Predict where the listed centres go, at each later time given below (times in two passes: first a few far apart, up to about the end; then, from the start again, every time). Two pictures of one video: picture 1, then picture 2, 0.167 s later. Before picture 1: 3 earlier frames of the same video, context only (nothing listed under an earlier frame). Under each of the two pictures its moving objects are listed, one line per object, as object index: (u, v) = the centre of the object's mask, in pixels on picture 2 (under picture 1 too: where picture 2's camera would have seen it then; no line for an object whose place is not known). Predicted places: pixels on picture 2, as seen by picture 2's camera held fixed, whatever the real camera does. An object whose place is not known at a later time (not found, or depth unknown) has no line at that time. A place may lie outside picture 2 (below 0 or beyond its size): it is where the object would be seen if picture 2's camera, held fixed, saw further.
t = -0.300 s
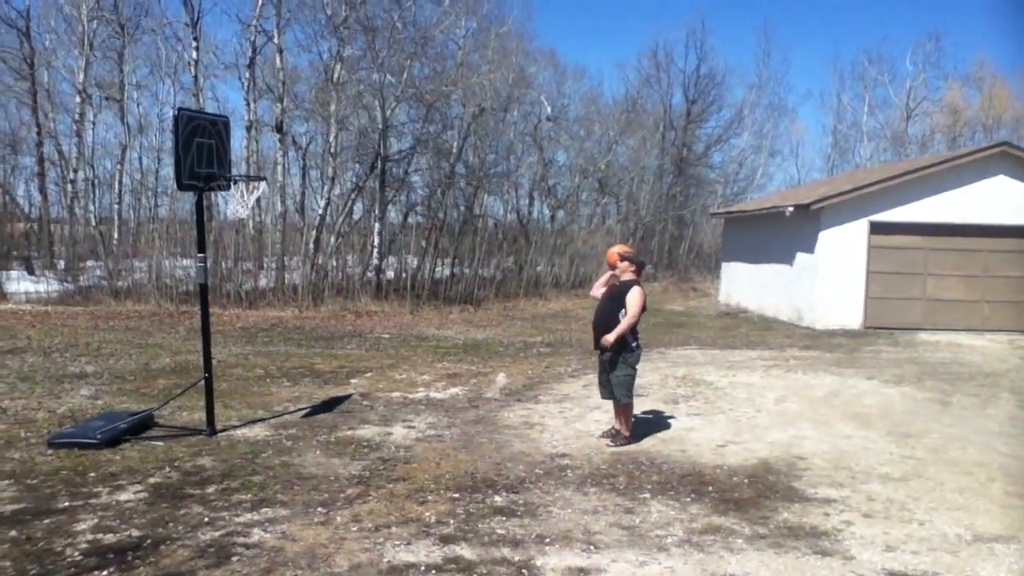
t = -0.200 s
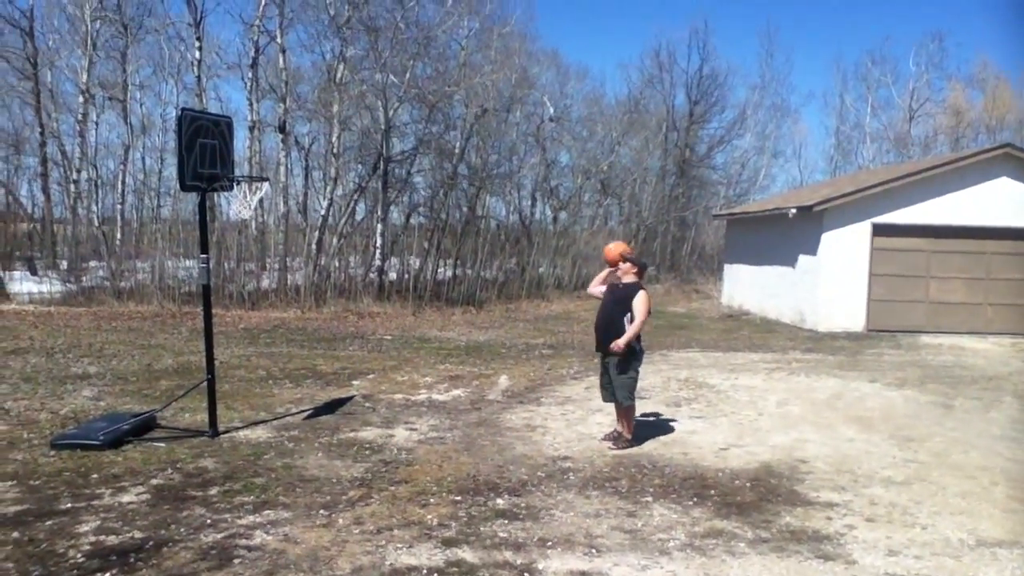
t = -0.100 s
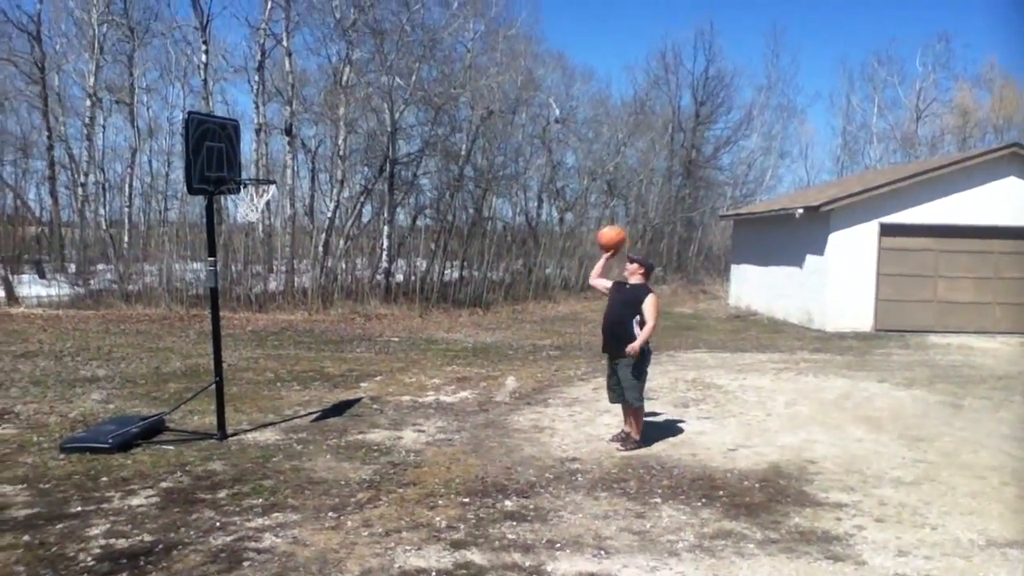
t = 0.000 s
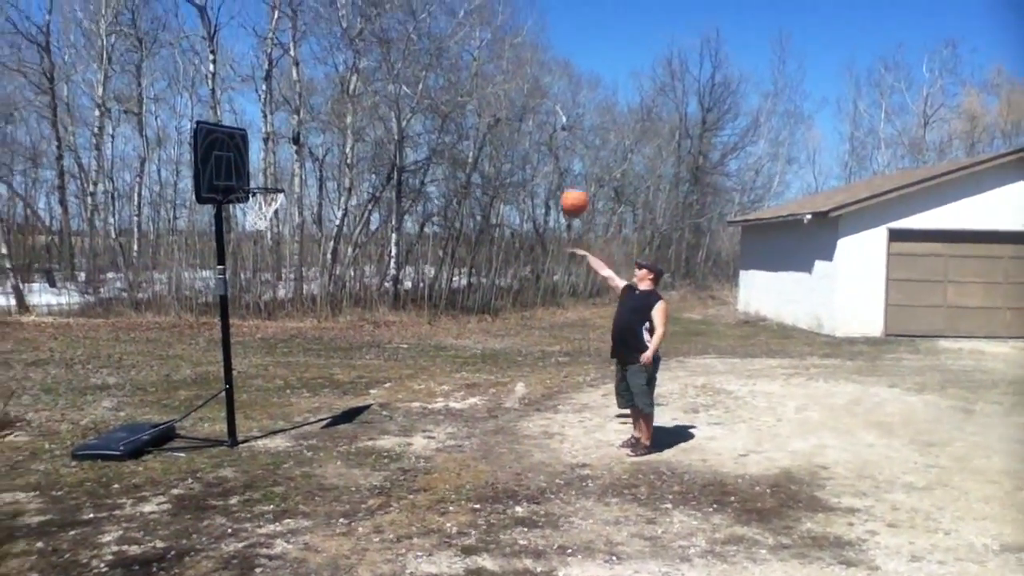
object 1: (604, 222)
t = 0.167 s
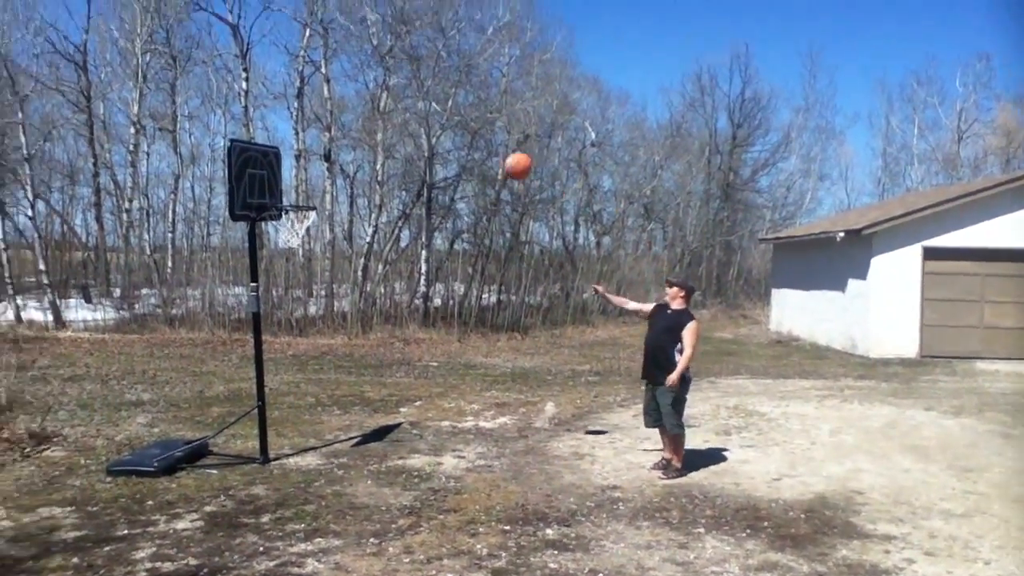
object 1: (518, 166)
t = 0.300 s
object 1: (446, 146)
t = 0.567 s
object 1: (315, 170)
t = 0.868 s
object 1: (300, 210)
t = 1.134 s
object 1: (281, 241)
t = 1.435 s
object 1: (282, 323)
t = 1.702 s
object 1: (286, 451)
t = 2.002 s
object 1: (308, 381)
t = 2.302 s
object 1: (331, 414)
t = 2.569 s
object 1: (354, 448)
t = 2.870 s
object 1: (390, 459)
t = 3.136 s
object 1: (413, 463)
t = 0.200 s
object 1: (500, 158)
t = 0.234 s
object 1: (482, 153)
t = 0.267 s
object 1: (464, 149)
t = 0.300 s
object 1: (446, 146)
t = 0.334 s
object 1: (430, 146)
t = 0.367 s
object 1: (415, 145)
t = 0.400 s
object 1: (398, 146)
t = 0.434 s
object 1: (382, 148)
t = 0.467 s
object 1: (365, 151)
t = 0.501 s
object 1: (348, 157)
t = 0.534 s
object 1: (332, 163)
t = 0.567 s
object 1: (315, 170)
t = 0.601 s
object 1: (298, 179)
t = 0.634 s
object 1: (279, 189)
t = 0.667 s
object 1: (273, 196)
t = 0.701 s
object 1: (277, 199)
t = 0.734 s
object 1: (285, 202)
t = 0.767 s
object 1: (295, 207)
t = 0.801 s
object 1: (303, 209)
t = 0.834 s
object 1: (301, 209)
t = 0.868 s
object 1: (300, 210)
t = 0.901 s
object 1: (297, 211)
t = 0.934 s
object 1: (294, 212)
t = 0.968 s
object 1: (289, 217)
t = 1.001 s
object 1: (284, 224)
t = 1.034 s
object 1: (282, 229)
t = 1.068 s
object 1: (280, 232)
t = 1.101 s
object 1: (279, 235)
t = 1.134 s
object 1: (281, 241)
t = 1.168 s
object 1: (281, 244)
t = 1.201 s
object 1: (282, 248)
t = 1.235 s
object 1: (283, 255)
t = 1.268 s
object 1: (283, 262)
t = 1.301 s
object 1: (282, 272)
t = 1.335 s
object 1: (280, 283)
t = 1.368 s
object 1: (280, 295)
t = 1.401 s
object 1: (280, 310)
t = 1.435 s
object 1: (282, 323)
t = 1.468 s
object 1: (282, 339)
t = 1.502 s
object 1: (283, 357)
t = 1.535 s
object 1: (282, 376)
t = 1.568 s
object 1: (283, 396)
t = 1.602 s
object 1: (282, 418)
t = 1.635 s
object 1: (282, 441)
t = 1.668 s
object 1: (283, 463)
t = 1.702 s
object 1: (286, 451)
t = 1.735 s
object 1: (289, 438)
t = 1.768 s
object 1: (291, 426)
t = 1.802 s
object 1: (293, 416)
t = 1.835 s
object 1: (296, 407)
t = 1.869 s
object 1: (298, 399)
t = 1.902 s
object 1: (301, 393)
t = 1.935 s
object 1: (303, 387)
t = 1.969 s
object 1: (305, 384)
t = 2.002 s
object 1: (308, 381)
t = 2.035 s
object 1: (311, 379)
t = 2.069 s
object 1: (314, 378)
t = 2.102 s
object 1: (317, 379)
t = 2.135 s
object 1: (319, 382)
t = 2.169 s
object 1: (321, 386)
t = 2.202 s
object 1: (323, 390)
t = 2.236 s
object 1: (325, 397)
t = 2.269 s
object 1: (329, 404)
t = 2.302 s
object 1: (331, 414)
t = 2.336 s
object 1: (333, 424)
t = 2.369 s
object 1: (335, 437)
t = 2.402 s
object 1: (337, 449)
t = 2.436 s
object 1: (340, 465)
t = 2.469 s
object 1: (342, 470)
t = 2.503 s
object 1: (346, 461)
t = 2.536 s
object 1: (350, 455)
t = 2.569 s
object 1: (354, 448)
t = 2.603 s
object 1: (358, 445)
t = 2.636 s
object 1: (363, 442)
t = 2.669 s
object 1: (367, 440)
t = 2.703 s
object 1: (371, 439)
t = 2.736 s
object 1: (375, 440)
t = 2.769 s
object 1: (379, 443)
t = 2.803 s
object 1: (382, 447)
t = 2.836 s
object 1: (386, 452)
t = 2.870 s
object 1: (390, 459)
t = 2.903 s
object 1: (393, 468)
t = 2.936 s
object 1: (397, 477)
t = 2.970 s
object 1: (399, 475)
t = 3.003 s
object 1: (402, 471)
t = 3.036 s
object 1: (405, 467)
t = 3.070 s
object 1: (407, 464)
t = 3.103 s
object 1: (410, 463)
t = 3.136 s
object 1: (413, 463)
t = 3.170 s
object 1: (416, 465)
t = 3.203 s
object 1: (418, 468)
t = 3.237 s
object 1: (420, 472)
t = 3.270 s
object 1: (422, 477)
